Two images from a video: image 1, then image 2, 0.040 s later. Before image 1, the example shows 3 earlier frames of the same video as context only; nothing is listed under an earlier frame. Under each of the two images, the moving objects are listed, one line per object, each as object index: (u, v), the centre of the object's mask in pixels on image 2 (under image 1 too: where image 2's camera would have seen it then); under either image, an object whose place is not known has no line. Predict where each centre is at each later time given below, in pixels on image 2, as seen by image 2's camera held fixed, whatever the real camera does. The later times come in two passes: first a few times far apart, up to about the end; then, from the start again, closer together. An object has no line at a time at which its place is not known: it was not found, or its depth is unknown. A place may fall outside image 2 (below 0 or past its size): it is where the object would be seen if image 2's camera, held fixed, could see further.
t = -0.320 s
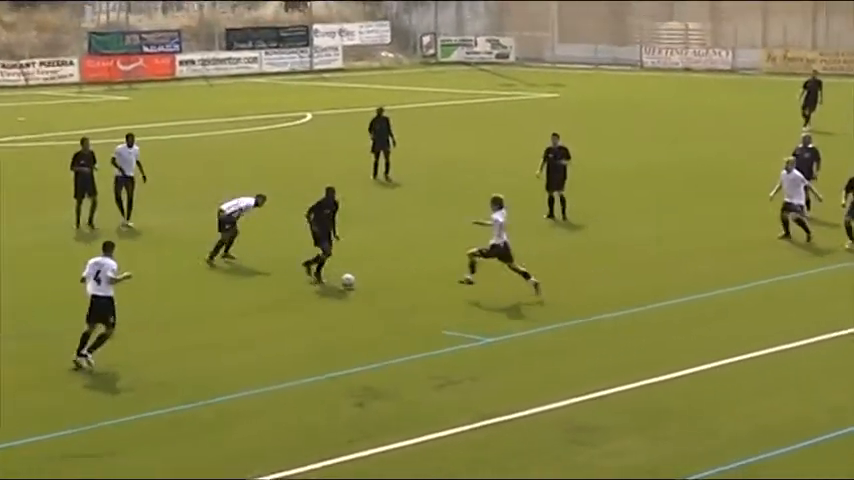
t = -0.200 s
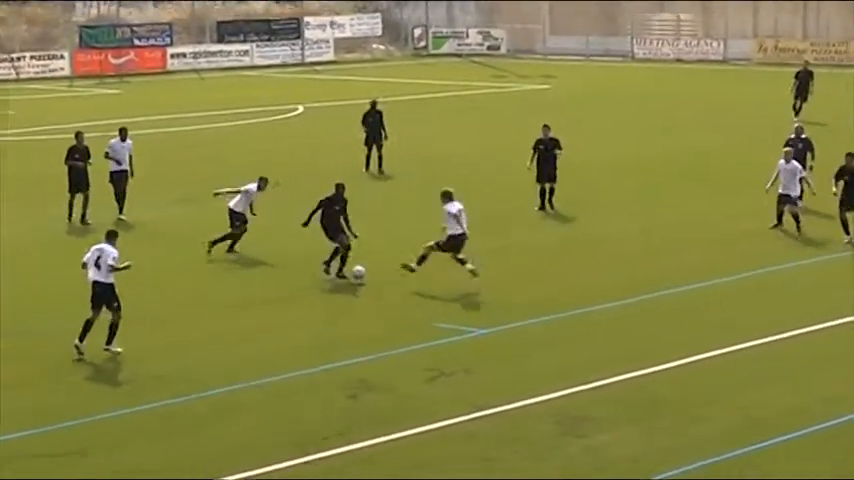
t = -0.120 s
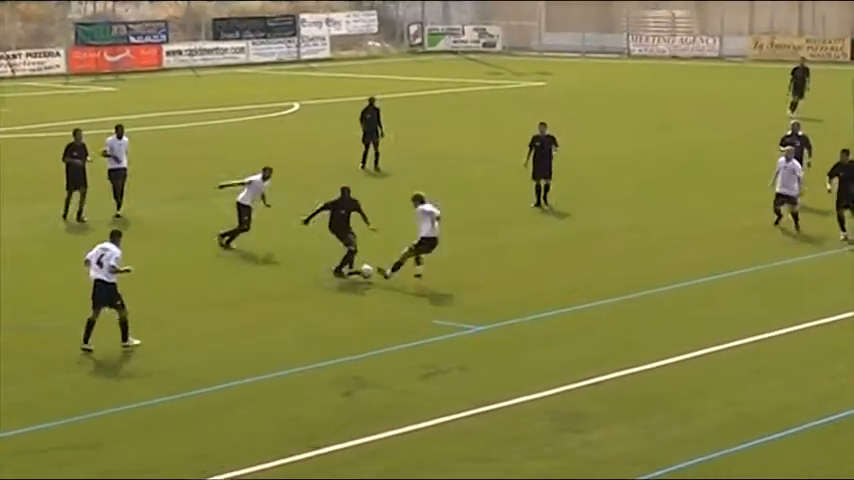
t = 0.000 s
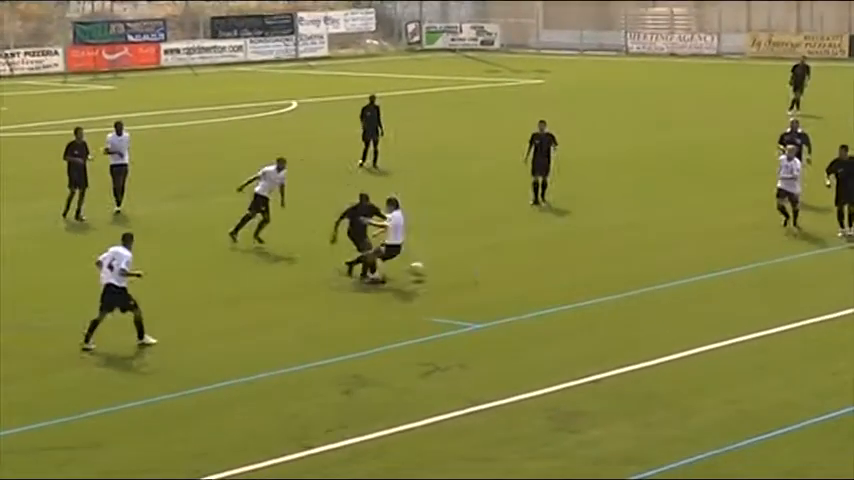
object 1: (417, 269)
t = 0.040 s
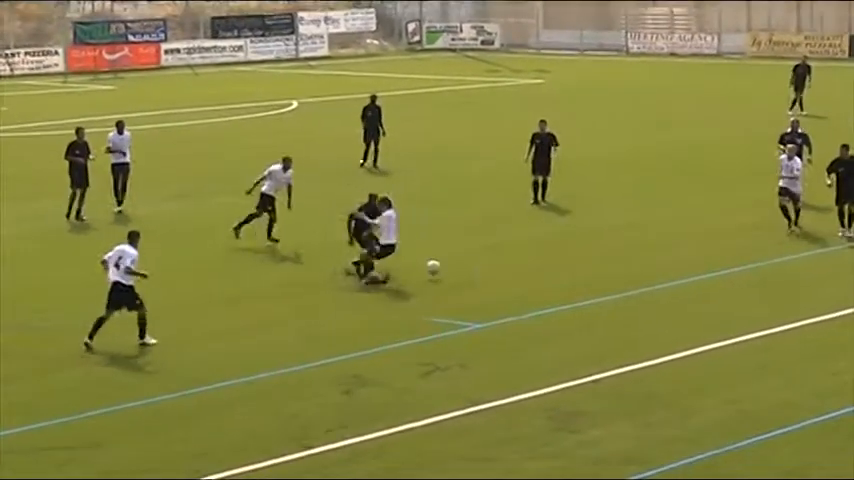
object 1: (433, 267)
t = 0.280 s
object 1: (525, 272)
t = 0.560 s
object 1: (626, 274)
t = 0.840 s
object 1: (723, 276)
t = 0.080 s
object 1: (449, 267)
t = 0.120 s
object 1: (463, 267)
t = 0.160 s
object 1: (478, 270)
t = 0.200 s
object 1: (494, 273)
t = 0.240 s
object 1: (510, 273)
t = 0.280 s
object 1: (525, 272)
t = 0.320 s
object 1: (540, 272)
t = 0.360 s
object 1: (553, 273)
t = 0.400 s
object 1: (568, 274)
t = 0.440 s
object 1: (583, 274)
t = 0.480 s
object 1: (596, 275)
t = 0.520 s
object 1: (611, 275)
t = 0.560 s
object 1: (626, 274)
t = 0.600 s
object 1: (639, 274)
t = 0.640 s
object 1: (654, 275)
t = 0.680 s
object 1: (668, 276)
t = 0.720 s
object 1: (681, 275)
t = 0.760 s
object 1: (696, 276)
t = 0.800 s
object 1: (709, 276)
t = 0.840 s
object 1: (723, 276)
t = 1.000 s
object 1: (777, 277)
